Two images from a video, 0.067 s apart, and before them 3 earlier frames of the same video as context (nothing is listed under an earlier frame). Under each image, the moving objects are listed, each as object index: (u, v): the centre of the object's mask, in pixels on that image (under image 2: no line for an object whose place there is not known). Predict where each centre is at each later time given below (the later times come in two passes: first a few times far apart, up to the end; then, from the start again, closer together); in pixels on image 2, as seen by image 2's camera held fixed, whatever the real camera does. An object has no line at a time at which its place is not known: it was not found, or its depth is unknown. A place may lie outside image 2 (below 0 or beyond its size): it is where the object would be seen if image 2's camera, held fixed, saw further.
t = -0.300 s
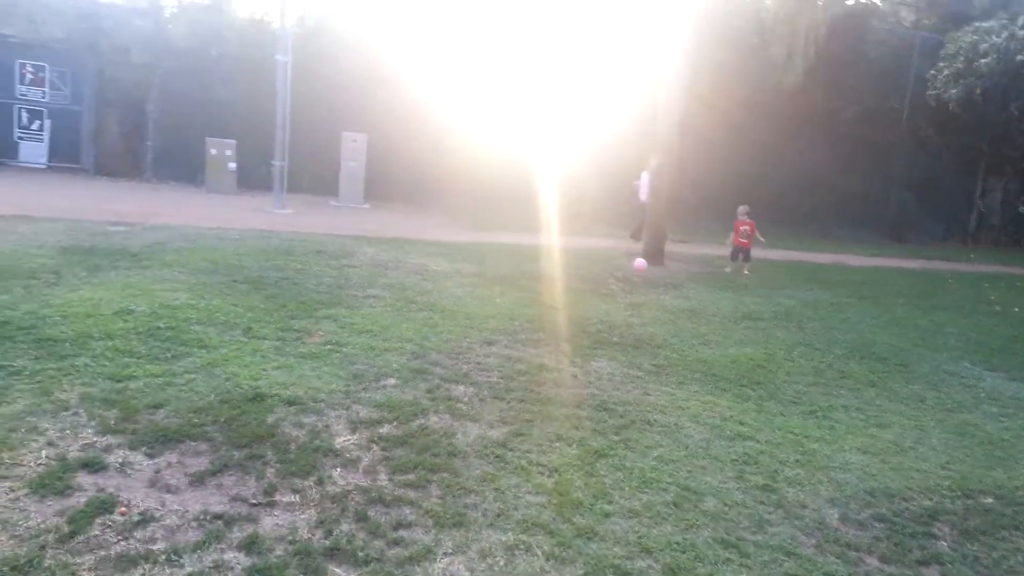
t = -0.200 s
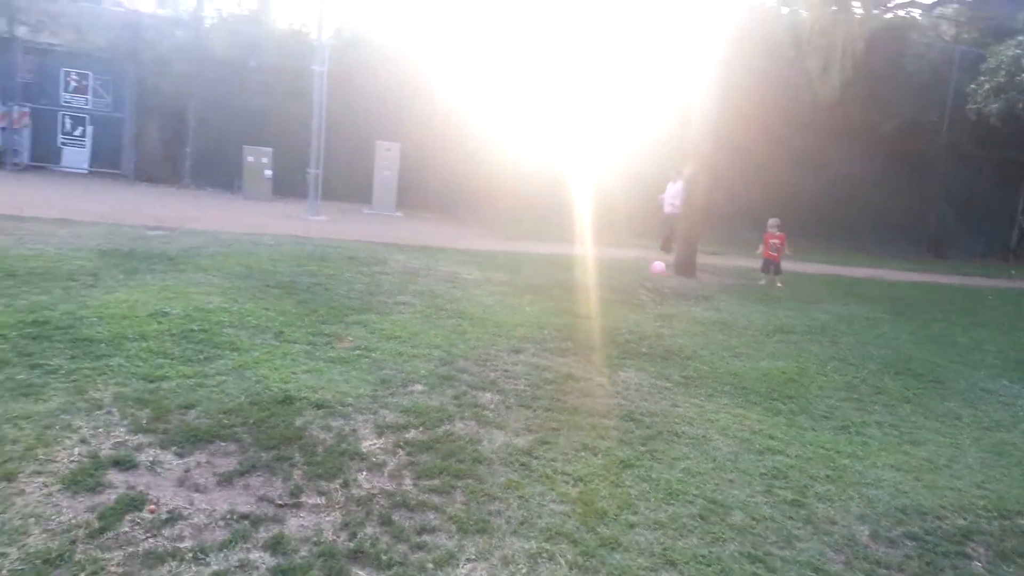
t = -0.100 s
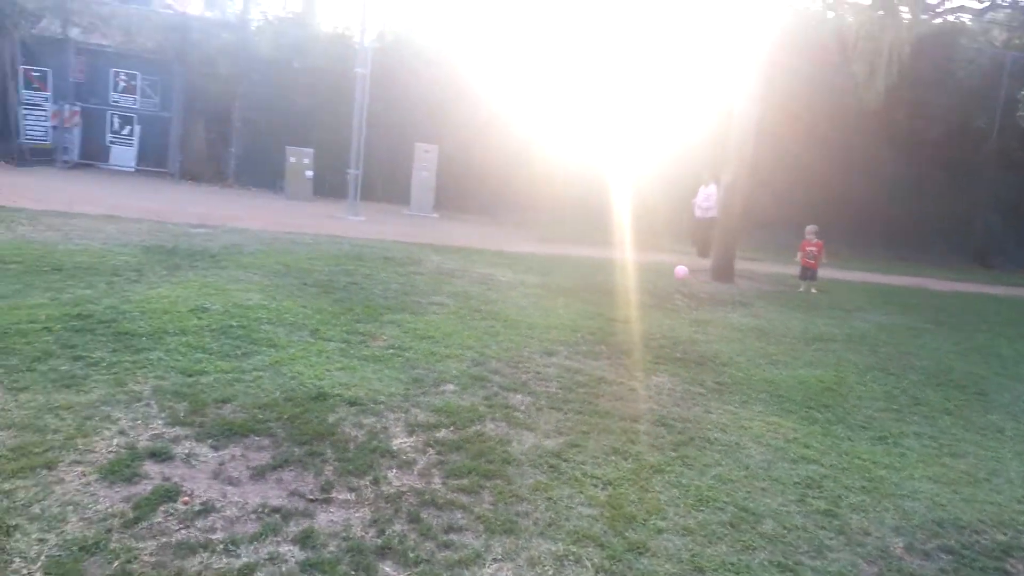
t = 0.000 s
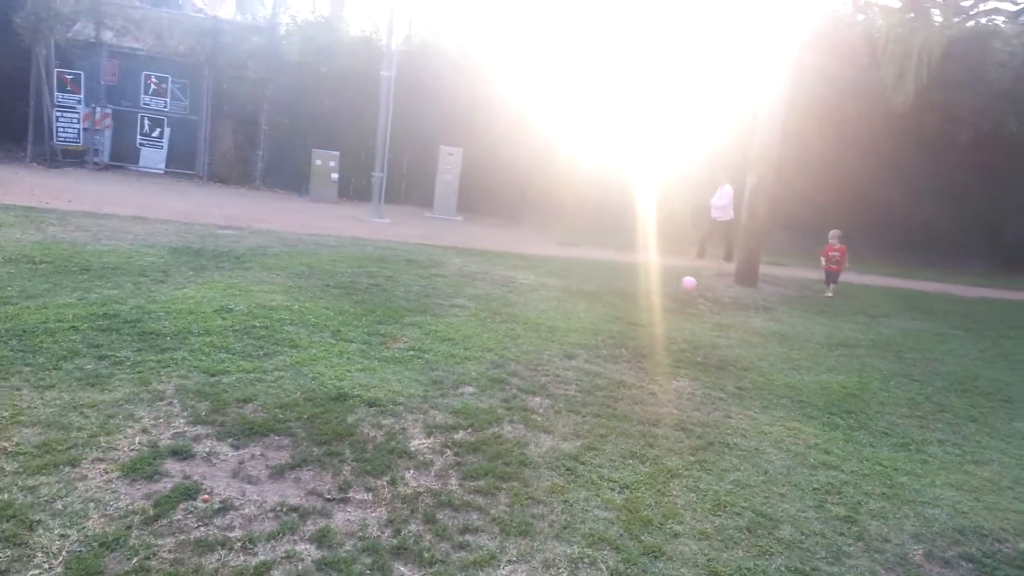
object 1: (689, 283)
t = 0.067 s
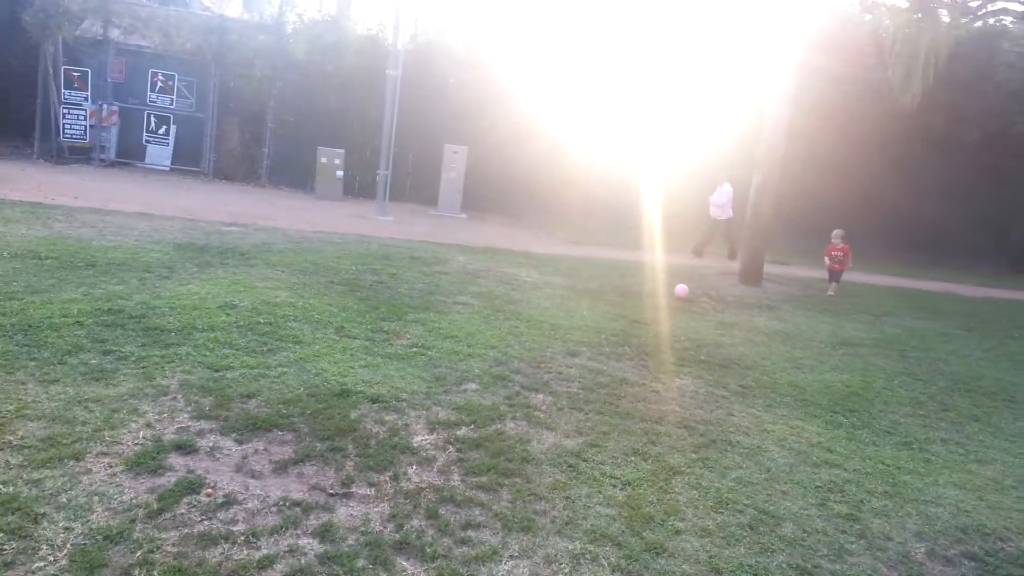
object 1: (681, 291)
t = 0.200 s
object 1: (663, 280)
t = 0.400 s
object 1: (631, 287)
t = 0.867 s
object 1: (567, 285)
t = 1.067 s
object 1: (540, 282)
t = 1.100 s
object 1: (536, 283)
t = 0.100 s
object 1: (676, 290)
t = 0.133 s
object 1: (672, 285)
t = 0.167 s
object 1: (669, 282)
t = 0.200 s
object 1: (663, 280)
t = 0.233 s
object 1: (659, 279)
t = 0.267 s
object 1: (653, 278)
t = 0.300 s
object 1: (647, 279)
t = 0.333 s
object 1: (643, 280)
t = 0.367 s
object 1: (637, 282)
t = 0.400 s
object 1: (631, 287)
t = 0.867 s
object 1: (567, 285)
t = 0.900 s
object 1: (563, 284)
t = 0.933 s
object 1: (558, 284)
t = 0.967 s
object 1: (553, 284)
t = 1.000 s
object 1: (549, 284)
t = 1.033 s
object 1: (545, 283)
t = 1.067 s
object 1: (540, 282)
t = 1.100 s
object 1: (536, 283)
